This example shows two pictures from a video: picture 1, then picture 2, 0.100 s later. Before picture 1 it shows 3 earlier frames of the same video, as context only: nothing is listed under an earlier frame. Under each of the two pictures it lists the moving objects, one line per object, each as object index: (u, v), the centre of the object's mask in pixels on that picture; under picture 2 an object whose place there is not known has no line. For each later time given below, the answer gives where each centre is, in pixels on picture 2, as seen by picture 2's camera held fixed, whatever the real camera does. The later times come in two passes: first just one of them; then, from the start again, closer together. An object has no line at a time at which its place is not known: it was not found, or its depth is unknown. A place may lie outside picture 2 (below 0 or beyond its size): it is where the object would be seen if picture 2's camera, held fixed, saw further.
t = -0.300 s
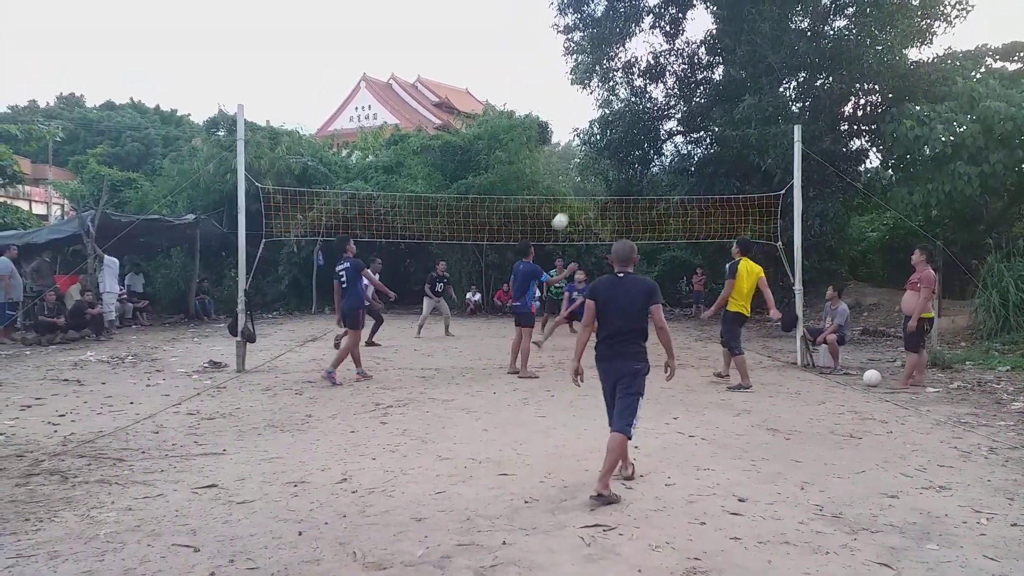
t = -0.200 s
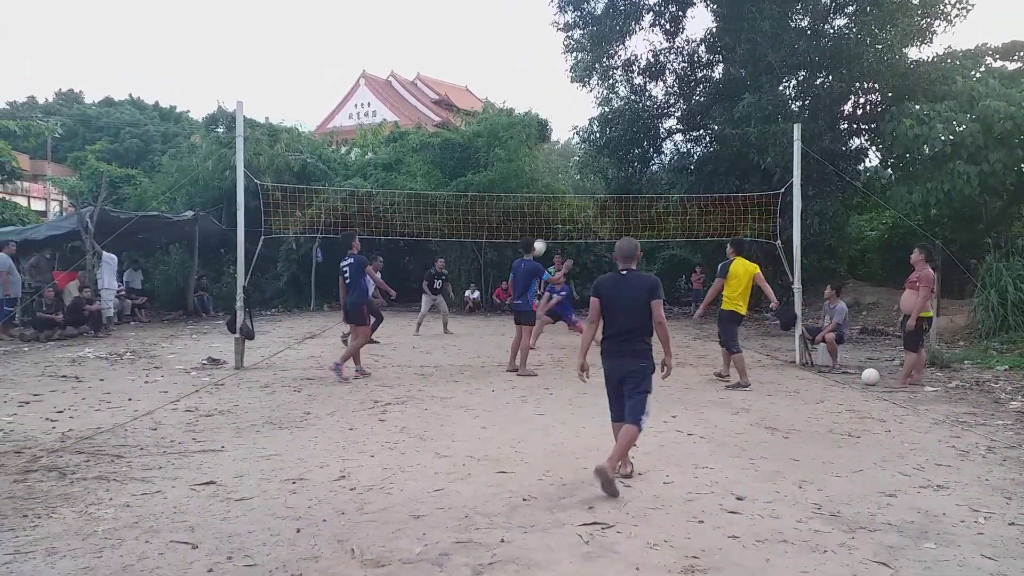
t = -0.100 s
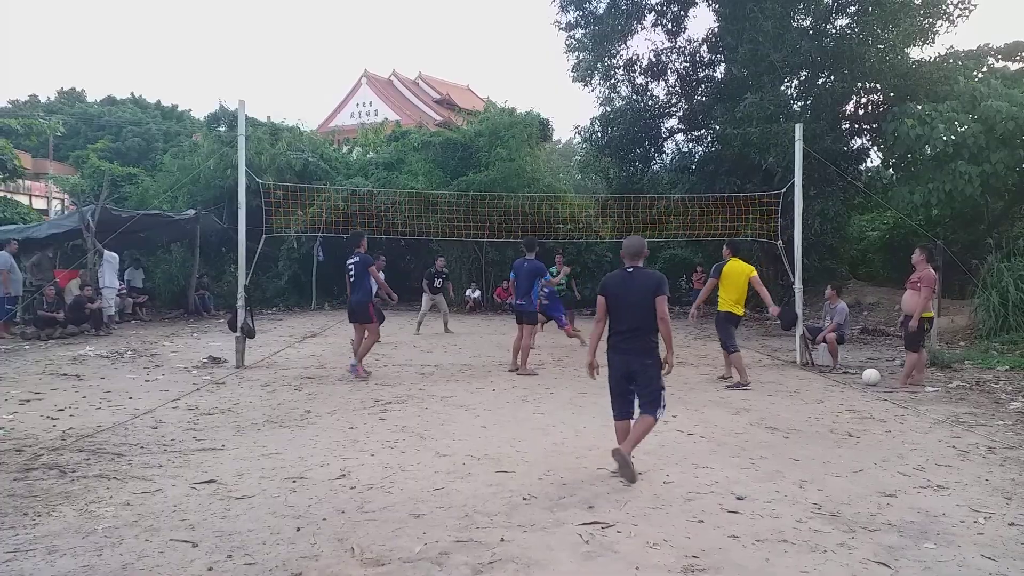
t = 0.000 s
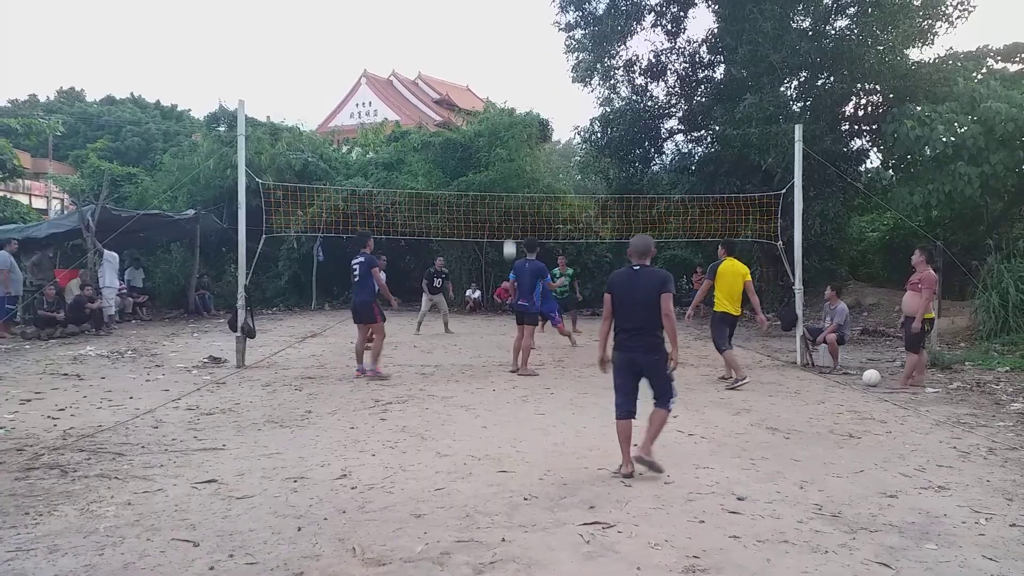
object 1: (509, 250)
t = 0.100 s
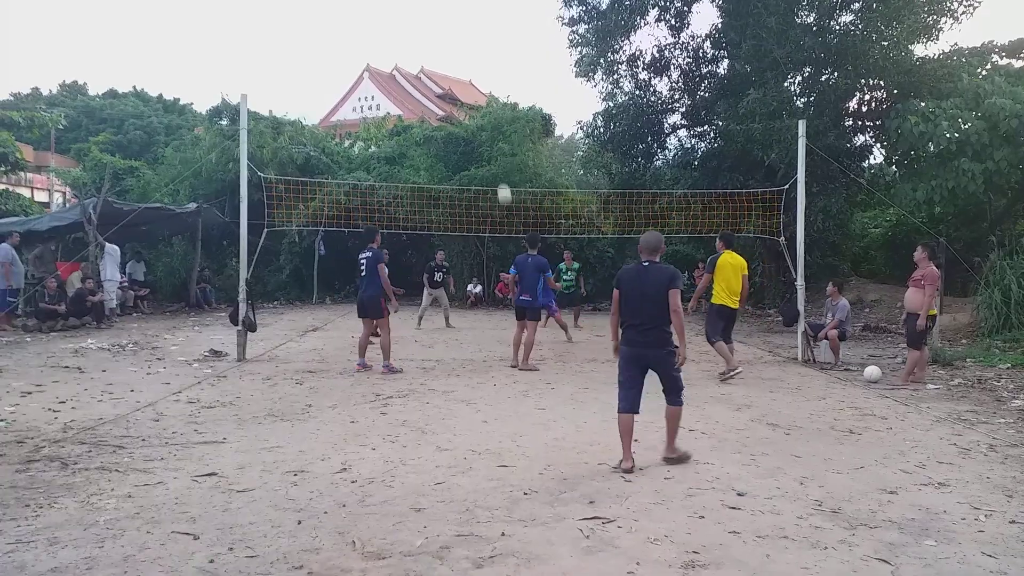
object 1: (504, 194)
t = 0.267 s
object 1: (492, 122)
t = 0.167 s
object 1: (499, 163)
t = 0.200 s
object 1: (497, 149)
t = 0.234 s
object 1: (495, 135)
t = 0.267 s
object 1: (492, 122)
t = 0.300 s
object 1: (489, 108)
